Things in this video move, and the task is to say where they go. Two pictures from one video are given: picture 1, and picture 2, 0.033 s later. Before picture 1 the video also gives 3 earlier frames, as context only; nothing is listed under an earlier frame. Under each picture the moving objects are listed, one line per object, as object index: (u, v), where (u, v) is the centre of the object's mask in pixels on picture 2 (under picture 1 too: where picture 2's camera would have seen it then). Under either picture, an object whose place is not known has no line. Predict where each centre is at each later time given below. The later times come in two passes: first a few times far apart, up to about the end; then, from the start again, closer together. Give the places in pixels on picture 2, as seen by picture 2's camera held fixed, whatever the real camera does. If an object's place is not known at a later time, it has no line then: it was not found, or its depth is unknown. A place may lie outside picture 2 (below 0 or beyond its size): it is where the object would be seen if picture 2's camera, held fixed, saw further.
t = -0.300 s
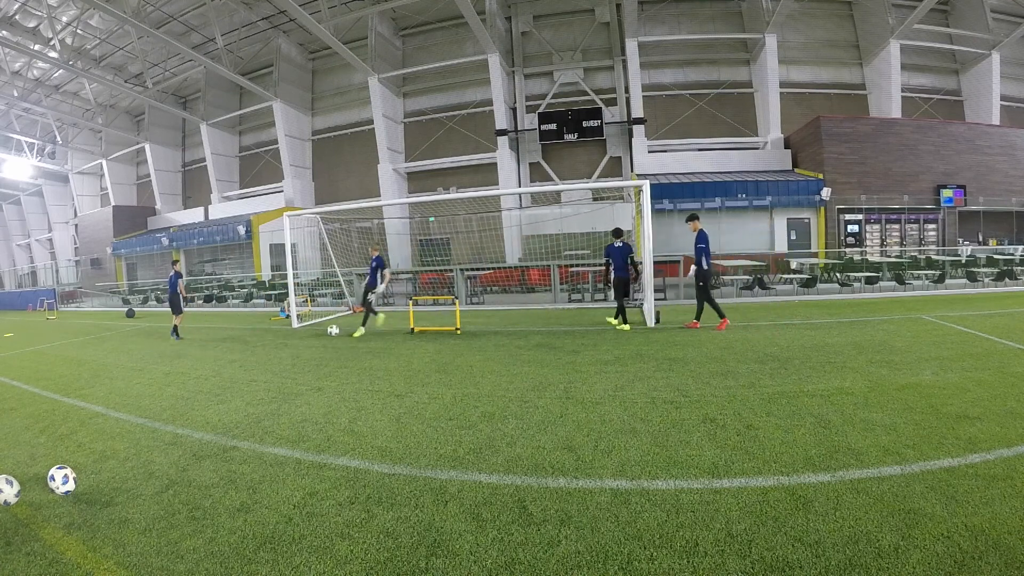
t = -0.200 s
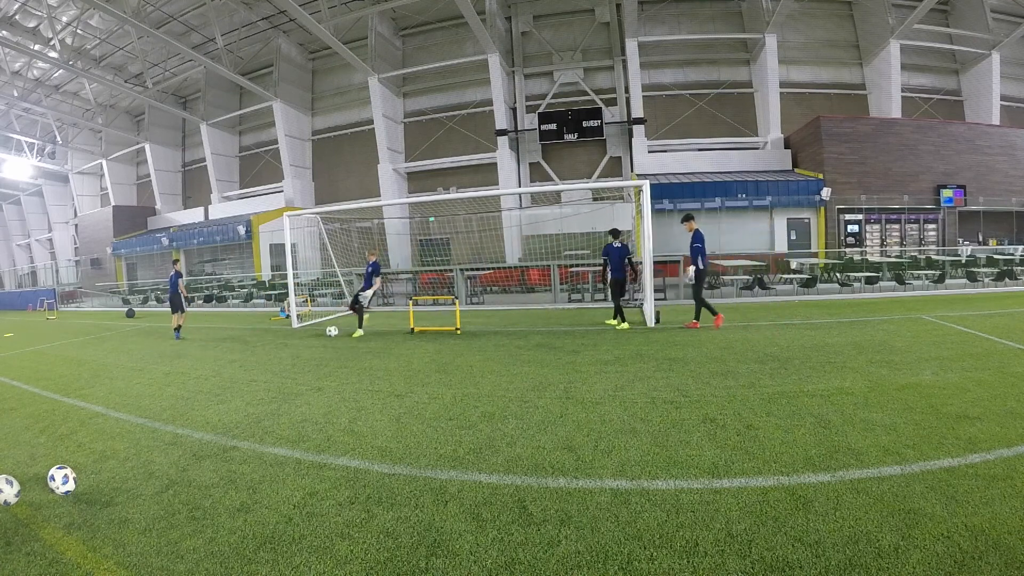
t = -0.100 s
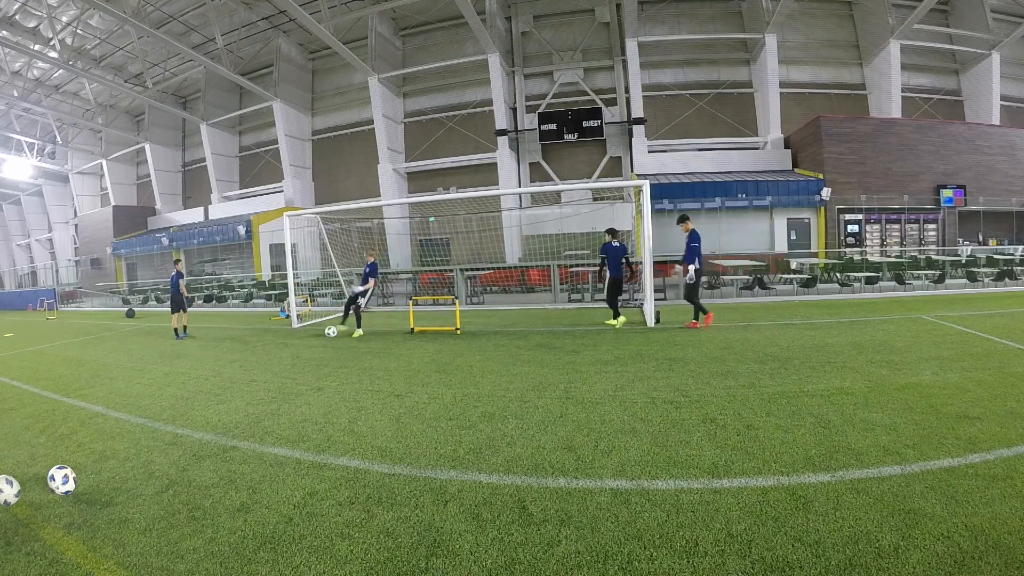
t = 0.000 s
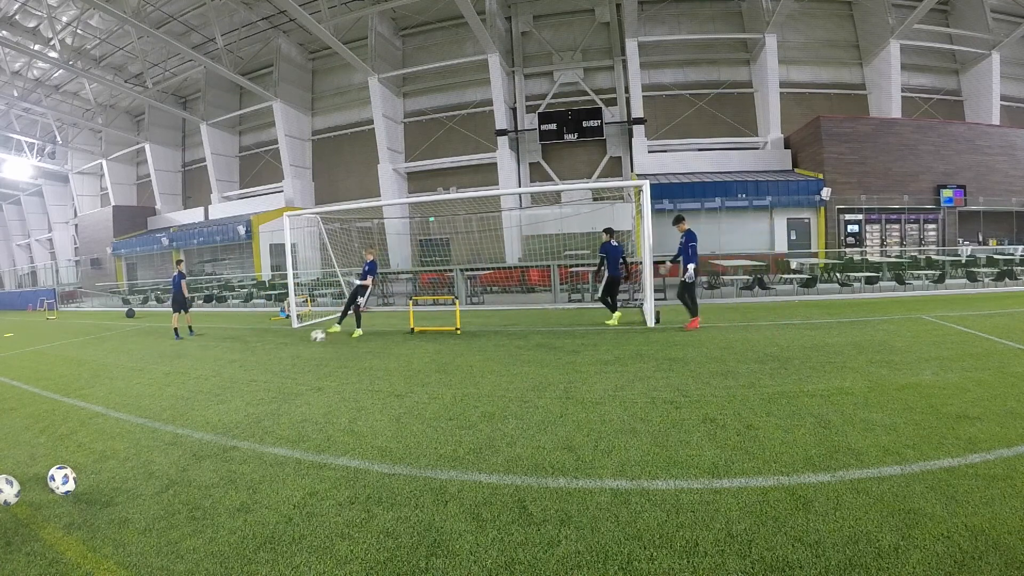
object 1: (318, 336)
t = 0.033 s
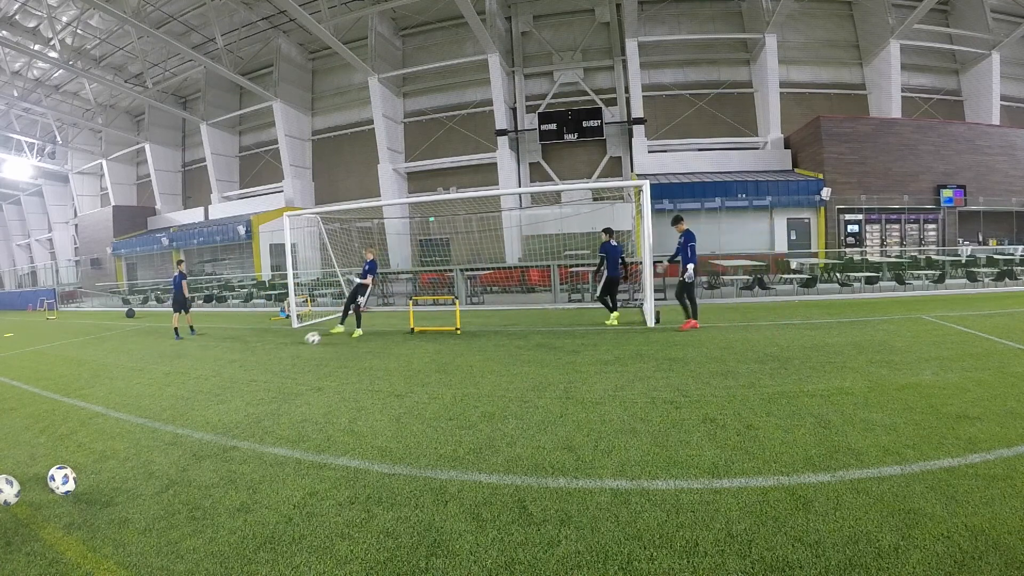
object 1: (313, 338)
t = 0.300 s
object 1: (274, 351)
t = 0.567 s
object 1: (244, 362)
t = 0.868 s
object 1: (215, 374)
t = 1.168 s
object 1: (186, 386)
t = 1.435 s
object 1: (161, 395)
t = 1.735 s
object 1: (135, 406)
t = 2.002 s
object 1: (113, 415)
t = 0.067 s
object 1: (308, 340)
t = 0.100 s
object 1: (303, 341)
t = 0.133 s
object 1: (298, 342)
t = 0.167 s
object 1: (293, 344)
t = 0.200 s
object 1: (288, 347)
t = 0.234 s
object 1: (284, 348)
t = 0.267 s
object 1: (279, 350)
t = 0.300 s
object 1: (274, 351)
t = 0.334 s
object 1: (270, 353)
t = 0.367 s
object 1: (266, 354)
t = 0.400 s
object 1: (262, 356)
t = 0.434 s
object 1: (259, 357)
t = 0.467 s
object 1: (255, 358)
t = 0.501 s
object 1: (251, 359)
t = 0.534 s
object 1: (248, 361)
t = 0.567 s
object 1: (244, 362)
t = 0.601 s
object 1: (241, 363)
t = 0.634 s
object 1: (238, 365)
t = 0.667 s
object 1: (235, 366)
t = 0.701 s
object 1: (231, 367)
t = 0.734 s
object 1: (228, 368)
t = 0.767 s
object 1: (225, 370)
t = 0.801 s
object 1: (221, 371)
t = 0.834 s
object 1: (218, 373)
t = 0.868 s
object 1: (215, 374)
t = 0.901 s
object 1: (212, 375)
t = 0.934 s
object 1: (209, 376)
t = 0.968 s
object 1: (205, 378)
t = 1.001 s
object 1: (202, 379)
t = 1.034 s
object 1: (199, 380)
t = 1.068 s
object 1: (195, 381)
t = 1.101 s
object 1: (192, 382)
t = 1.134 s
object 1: (189, 384)
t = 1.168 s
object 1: (186, 386)
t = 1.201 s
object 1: (183, 386)
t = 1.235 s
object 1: (180, 388)
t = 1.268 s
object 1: (177, 389)
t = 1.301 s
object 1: (174, 391)
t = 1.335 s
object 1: (170, 391)
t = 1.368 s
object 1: (168, 393)
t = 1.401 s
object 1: (165, 394)
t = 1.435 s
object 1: (161, 395)
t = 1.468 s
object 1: (159, 397)
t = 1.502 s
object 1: (156, 398)
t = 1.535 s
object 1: (153, 399)
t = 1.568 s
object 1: (150, 400)
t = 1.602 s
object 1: (147, 402)
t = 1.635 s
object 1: (144, 403)
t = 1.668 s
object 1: (140, 403)
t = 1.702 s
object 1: (137, 405)
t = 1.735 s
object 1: (135, 406)
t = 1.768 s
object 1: (132, 407)
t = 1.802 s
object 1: (129, 409)
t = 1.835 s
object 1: (126, 410)
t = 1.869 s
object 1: (124, 411)
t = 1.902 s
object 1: (121, 412)
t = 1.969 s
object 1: (116, 415)
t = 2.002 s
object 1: (113, 415)
